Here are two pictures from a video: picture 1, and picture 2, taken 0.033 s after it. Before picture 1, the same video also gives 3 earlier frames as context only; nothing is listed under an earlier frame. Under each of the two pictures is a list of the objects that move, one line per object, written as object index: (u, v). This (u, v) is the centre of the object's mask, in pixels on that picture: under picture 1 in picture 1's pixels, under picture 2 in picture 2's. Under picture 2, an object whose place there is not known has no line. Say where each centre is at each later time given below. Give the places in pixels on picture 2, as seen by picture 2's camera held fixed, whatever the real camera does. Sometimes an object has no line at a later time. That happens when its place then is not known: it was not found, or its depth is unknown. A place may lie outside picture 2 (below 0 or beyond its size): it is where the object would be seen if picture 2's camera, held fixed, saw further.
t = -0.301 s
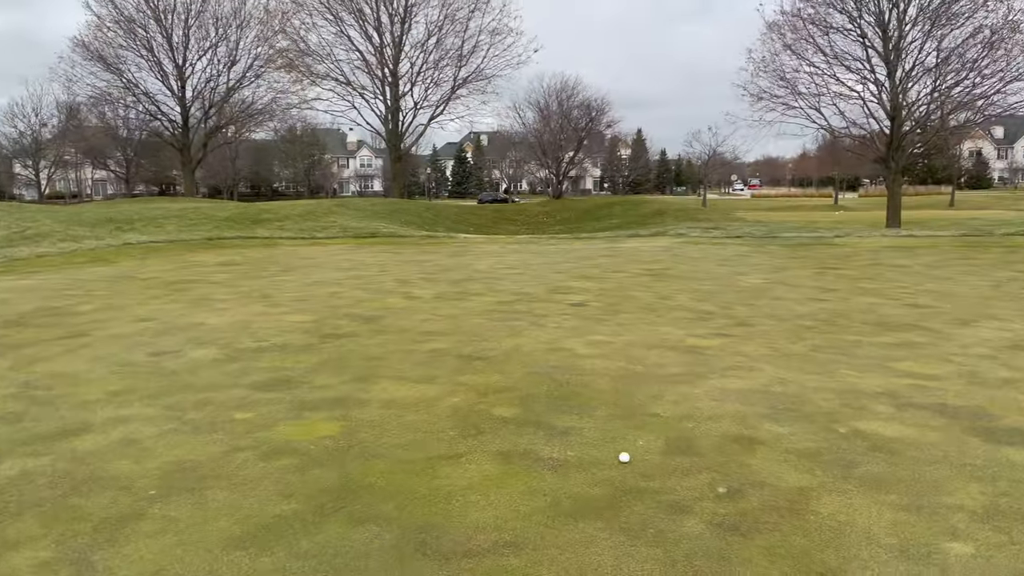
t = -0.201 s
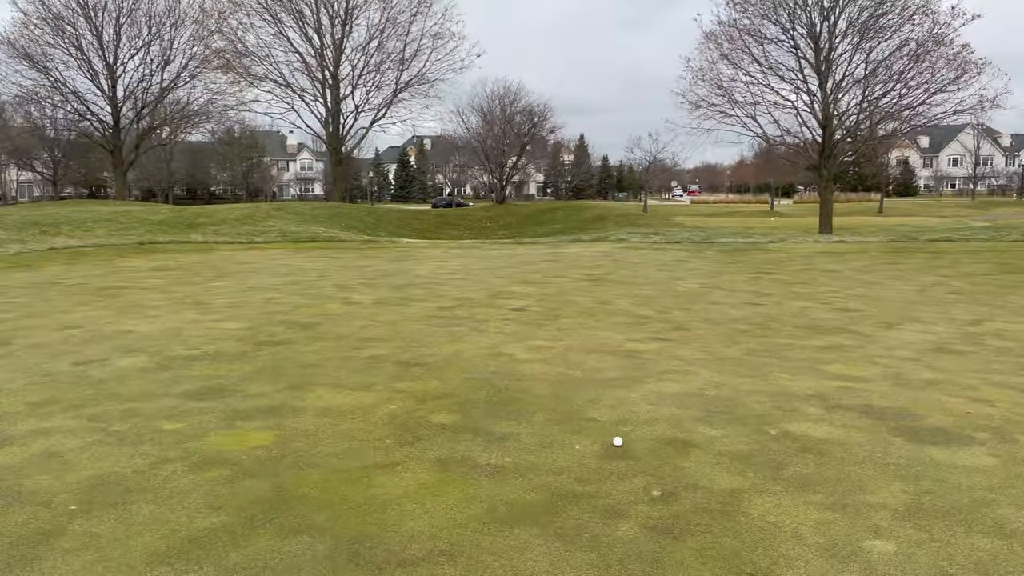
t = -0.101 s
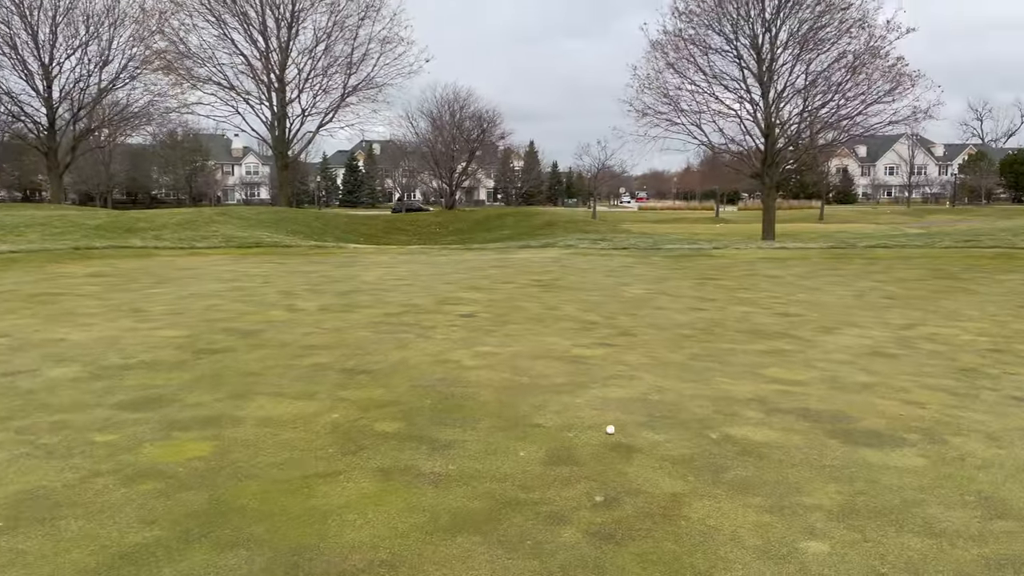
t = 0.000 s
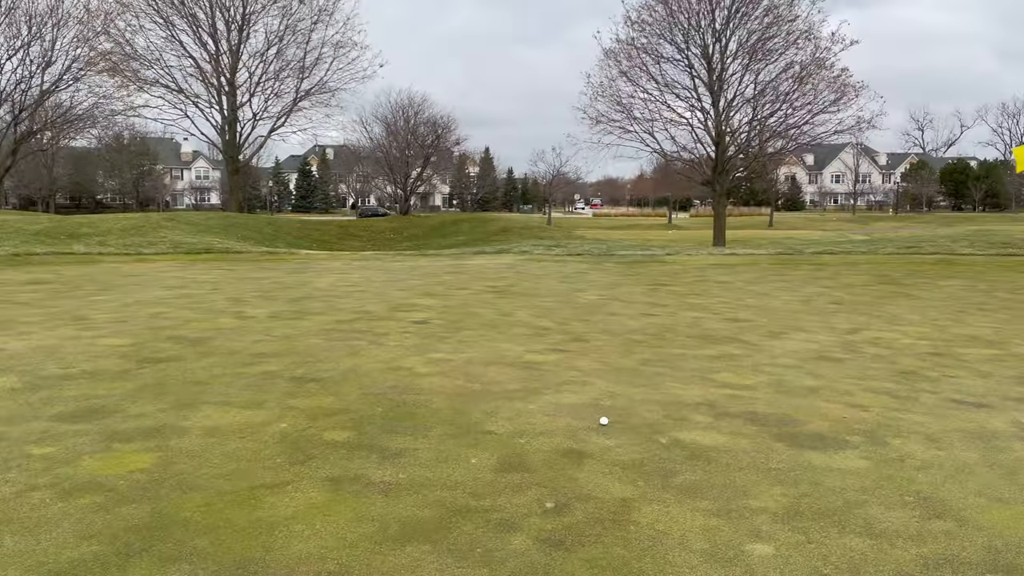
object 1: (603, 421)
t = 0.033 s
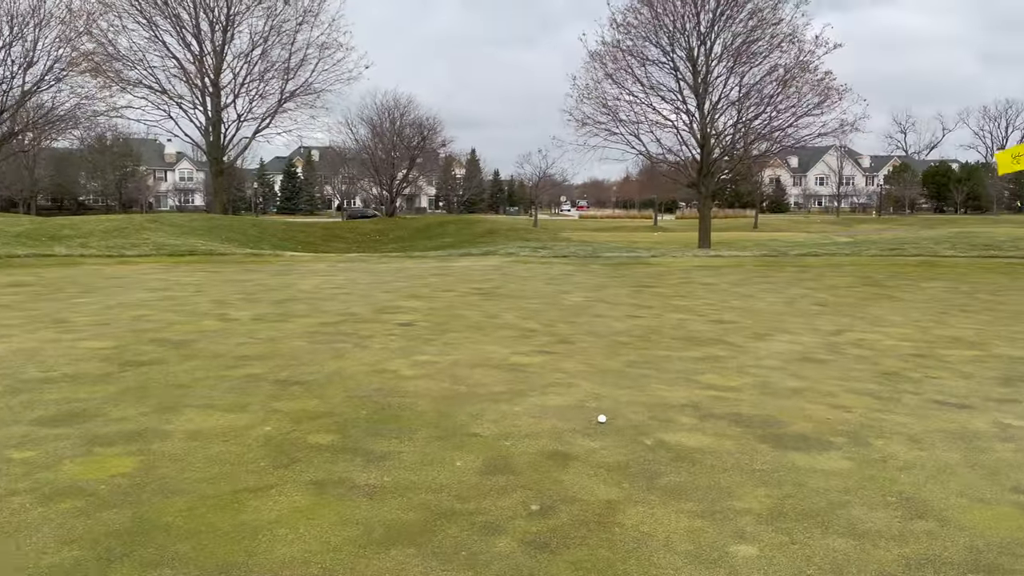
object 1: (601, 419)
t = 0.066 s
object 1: (613, 415)
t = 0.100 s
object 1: (624, 412)
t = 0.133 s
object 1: (635, 409)
